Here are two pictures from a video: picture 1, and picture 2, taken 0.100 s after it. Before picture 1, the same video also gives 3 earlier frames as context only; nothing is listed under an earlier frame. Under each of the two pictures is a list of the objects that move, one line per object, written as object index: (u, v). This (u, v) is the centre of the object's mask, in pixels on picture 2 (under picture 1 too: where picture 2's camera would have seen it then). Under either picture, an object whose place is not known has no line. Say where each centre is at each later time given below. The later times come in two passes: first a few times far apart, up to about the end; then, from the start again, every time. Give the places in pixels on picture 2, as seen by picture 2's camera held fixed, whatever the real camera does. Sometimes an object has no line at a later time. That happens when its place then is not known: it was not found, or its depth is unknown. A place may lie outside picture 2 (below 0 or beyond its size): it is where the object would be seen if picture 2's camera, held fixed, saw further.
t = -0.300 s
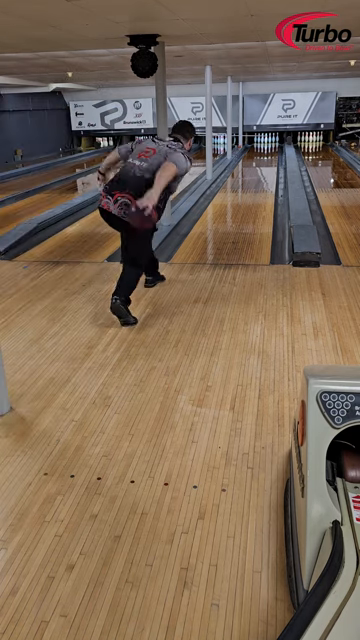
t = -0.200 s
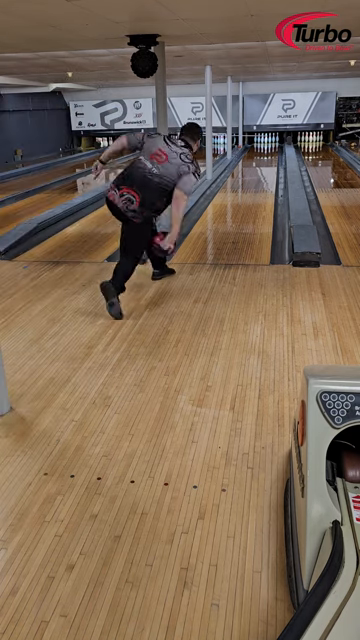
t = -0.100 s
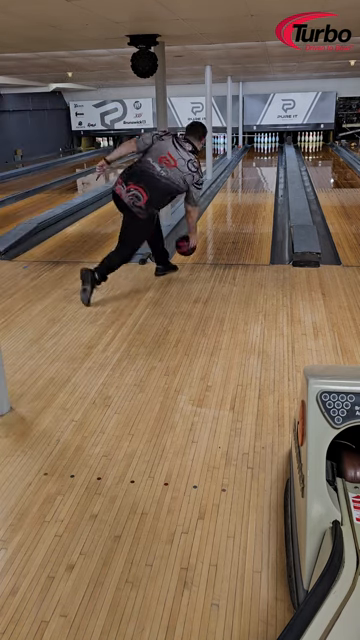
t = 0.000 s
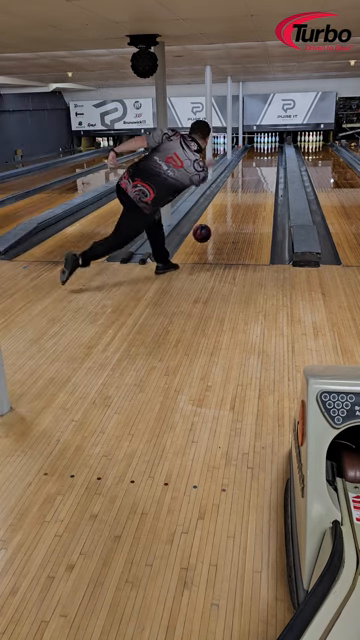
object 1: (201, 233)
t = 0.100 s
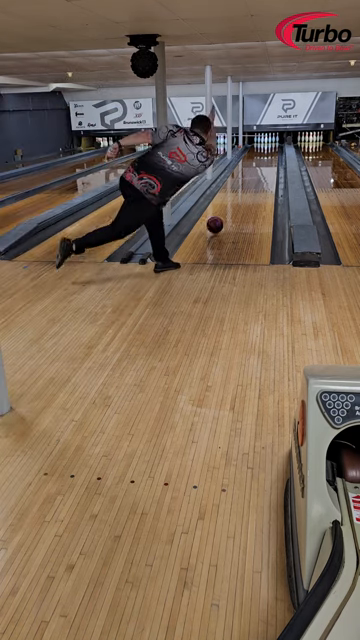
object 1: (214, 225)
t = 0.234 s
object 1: (227, 210)
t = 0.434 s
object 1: (242, 192)
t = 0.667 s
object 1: (253, 179)
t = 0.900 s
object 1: (260, 168)
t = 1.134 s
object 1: (266, 161)
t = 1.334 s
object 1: (269, 156)
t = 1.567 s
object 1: (271, 152)
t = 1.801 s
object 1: (273, 148)
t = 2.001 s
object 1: (272, 146)
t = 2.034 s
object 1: (271, 145)
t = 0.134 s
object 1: (218, 220)
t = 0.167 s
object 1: (221, 216)
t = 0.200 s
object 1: (224, 214)
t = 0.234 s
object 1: (227, 210)
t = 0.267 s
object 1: (230, 207)
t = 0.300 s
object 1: (233, 204)
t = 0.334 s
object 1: (235, 201)
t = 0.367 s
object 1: (237, 198)
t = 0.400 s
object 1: (240, 195)
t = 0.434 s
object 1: (242, 192)
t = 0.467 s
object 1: (243, 190)
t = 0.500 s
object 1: (245, 188)
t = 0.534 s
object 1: (247, 186)
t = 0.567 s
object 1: (248, 184)
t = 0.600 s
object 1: (250, 182)
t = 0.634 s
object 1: (251, 180)
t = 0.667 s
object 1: (253, 179)
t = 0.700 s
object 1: (254, 177)
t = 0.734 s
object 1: (255, 175)
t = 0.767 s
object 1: (256, 174)
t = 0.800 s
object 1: (257, 172)
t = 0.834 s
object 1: (258, 171)
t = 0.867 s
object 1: (259, 170)
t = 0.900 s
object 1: (260, 168)
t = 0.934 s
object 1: (261, 167)
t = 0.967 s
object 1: (262, 166)
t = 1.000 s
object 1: (263, 165)
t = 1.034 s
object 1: (264, 164)
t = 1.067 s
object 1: (264, 163)
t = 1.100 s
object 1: (265, 162)
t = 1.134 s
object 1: (266, 161)
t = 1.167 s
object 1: (266, 160)
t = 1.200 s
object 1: (267, 159)
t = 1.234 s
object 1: (267, 158)
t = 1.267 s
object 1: (268, 157)
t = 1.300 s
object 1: (269, 156)
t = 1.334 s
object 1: (269, 156)
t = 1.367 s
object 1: (270, 155)
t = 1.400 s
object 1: (270, 154)
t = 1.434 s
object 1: (270, 153)
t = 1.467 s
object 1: (271, 153)
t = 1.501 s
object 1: (271, 153)
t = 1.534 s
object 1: (271, 153)
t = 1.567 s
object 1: (271, 152)
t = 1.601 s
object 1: (272, 151)
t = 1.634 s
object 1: (272, 150)
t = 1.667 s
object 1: (273, 149)
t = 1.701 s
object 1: (273, 150)
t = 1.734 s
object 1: (273, 148)
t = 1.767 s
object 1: (273, 148)
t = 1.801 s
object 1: (273, 148)
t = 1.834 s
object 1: (273, 147)
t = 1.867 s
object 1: (273, 147)
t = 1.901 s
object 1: (273, 147)
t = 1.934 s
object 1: (273, 146)
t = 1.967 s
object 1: (273, 146)
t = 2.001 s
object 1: (272, 146)
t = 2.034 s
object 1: (271, 145)
